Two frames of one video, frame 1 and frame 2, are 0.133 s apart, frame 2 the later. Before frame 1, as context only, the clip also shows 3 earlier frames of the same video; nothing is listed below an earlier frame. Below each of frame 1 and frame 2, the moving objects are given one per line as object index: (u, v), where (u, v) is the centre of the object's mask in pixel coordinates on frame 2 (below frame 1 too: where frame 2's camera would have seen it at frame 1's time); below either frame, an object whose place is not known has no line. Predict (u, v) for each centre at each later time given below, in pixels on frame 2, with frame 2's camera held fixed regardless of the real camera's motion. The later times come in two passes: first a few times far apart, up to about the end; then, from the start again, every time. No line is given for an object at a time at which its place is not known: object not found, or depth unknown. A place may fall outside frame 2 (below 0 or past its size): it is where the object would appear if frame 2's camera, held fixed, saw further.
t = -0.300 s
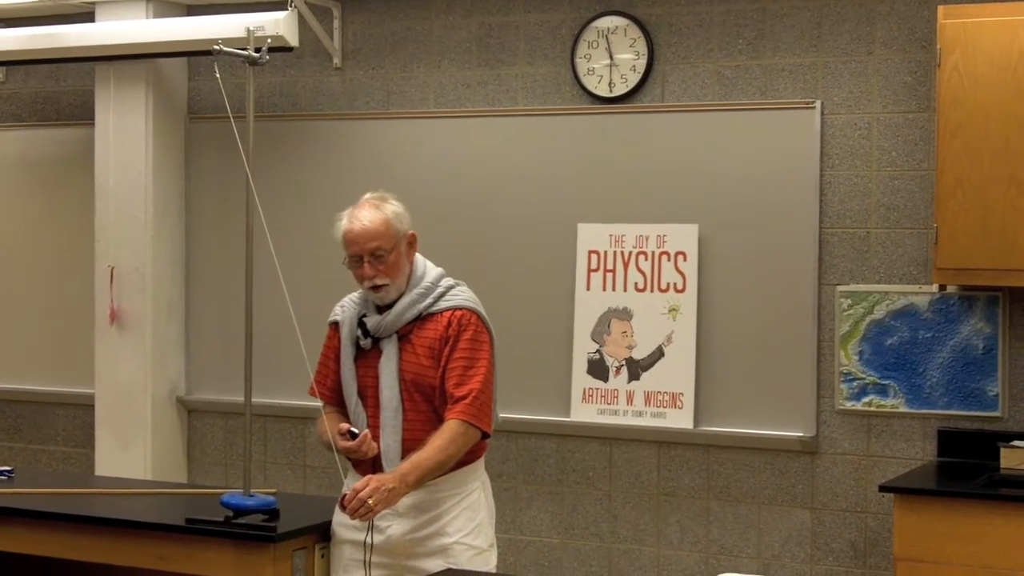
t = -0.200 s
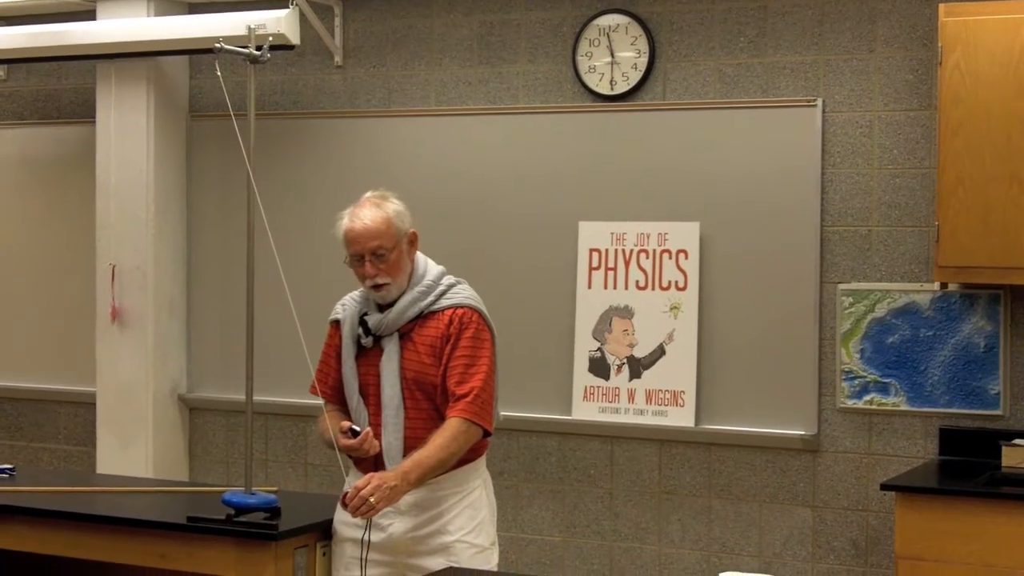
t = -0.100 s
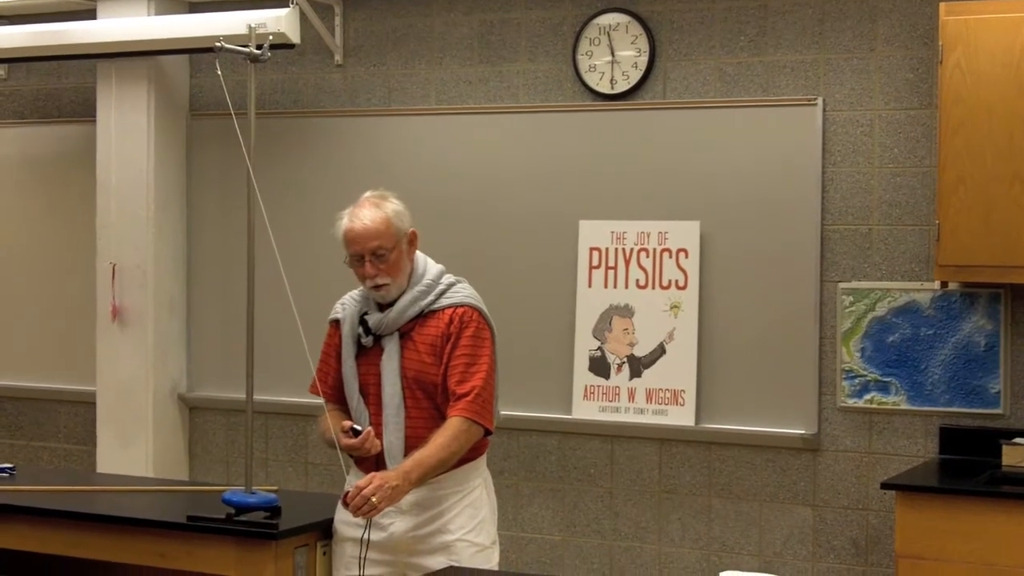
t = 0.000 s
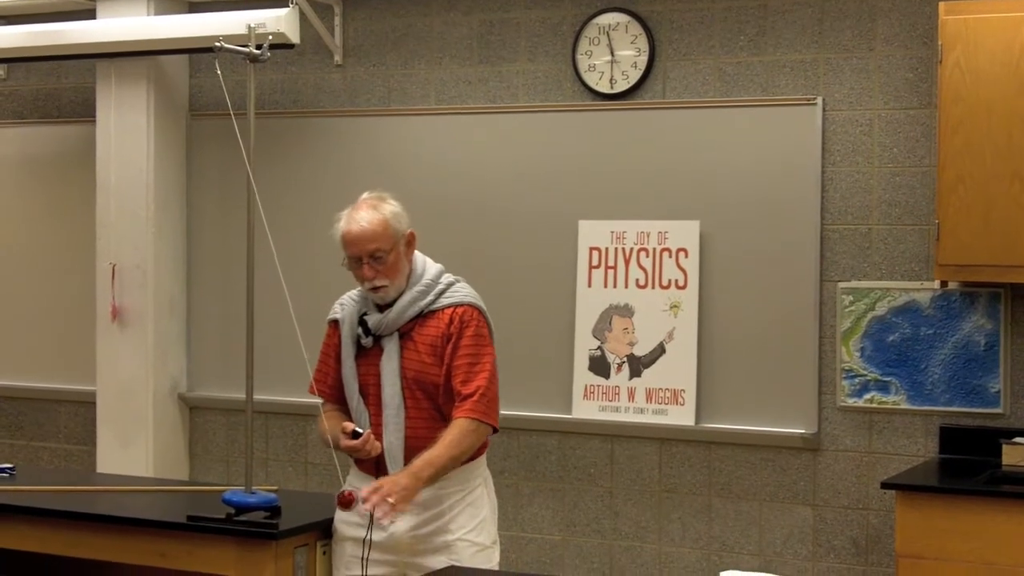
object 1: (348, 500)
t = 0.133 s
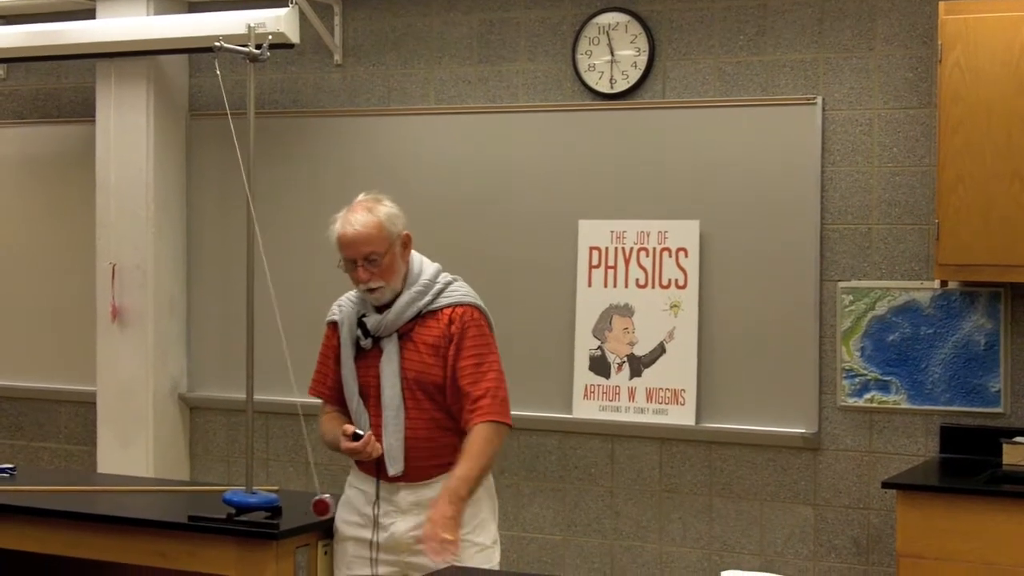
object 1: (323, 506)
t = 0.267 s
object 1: (282, 515)
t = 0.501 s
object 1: (191, 511)
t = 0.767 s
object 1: (108, 486)
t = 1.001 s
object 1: (86, 477)
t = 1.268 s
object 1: (127, 497)
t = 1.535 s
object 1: (223, 517)
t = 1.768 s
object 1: (306, 511)
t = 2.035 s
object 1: (349, 499)
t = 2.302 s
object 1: (315, 509)
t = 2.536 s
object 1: (236, 516)
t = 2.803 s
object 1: (141, 499)
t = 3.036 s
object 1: (93, 481)
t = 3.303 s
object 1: (103, 486)
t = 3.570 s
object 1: (178, 512)
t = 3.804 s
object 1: (267, 517)
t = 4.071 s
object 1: (336, 503)
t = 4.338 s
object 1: (337, 503)
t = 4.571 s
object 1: (278, 515)
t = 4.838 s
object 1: (181, 509)
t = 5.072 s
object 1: (114, 489)
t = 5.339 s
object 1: (93, 482)
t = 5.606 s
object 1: (141, 501)
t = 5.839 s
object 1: (223, 517)
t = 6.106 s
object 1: (310, 510)
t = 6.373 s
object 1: (341, 501)
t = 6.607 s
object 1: (309, 510)
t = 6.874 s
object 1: (222, 515)
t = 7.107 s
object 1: (143, 500)
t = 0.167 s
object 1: (315, 508)
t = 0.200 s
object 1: (305, 511)
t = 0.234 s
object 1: (294, 512)
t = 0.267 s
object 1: (282, 515)
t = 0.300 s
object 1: (270, 516)
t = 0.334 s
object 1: (257, 516)
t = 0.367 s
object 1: (244, 516)
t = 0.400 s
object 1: (231, 516)
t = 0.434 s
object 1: (217, 515)
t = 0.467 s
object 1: (204, 514)
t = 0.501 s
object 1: (191, 511)
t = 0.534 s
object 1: (179, 509)
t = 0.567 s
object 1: (166, 505)
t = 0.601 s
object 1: (154, 502)
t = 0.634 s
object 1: (144, 499)
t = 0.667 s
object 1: (133, 496)
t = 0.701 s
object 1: (123, 493)
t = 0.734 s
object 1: (116, 490)
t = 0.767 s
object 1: (108, 486)
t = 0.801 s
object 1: (102, 484)
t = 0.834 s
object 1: (97, 483)
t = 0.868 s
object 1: (93, 480)
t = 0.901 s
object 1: (89, 478)
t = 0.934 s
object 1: (87, 477)
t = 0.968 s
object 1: (86, 476)
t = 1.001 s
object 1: (86, 477)
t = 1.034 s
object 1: (87, 478)
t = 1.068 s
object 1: (90, 480)
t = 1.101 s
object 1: (94, 482)
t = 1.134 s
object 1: (98, 484)
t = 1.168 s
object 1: (103, 487)
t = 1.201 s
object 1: (110, 490)
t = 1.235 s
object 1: (118, 493)
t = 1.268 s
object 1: (127, 497)
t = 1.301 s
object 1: (136, 500)
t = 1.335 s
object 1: (148, 503)
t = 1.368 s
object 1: (159, 507)
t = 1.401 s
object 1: (171, 510)
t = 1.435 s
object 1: (184, 513)
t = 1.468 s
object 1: (196, 515)
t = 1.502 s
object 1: (209, 517)
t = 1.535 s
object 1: (223, 517)
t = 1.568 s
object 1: (236, 518)
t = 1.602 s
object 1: (249, 518)
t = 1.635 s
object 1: (262, 518)
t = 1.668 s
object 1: (274, 517)
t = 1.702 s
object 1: (286, 514)
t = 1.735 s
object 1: (296, 513)
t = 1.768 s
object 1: (306, 511)
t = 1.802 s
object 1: (316, 509)
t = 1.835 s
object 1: (324, 506)
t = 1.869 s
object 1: (331, 505)
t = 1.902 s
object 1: (338, 503)
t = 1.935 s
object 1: (342, 502)
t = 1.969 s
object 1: (346, 500)
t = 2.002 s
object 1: (348, 499)
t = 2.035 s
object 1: (349, 499)
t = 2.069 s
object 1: (349, 499)
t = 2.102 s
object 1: (348, 499)
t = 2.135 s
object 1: (346, 500)
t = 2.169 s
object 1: (342, 502)
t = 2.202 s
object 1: (338, 503)
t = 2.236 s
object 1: (330, 505)
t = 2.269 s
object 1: (323, 507)
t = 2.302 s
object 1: (315, 509)
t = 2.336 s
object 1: (305, 510)
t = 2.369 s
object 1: (296, 512)
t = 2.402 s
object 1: (285, 514)
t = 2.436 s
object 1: (273, 515)
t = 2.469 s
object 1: (262, 516)
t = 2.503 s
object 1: (249, 517)
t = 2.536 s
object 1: (236, 516)
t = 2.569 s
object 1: (223, 516)
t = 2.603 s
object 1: (210, 515)
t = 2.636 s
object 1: (198, 513)
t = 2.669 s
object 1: (186, 511)
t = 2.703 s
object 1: (174, 507)
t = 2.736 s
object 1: (162, 505)
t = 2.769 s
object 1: (151, 501)
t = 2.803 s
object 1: (141, 499)
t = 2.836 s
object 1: (131, 495)
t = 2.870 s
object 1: (123, 492)
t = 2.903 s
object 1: (115, 489)
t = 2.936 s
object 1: (108, 487)
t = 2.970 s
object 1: (102, 485)
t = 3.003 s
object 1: (97, 482)
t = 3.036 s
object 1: (93, 481)
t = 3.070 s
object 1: (91, 480)
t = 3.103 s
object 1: (90, 479)
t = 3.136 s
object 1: (89, 479)
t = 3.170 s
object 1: (89, 480)
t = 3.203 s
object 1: (91, 480)
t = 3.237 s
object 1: (94, 482)
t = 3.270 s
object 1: (97, 484)
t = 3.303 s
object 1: (103, 486)
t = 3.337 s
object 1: (109, 489)
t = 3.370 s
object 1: (117, 492)
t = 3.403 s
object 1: (125, 495)
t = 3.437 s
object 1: (133, 499)
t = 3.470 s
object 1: (143, 502)
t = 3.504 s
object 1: (154, 505)
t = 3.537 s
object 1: (166, 509)
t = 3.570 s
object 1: (178, 512)
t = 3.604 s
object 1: (191, 514)
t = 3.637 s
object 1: (203, 516)
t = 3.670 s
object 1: (216, 517)
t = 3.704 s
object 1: (228, 517)
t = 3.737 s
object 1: (241, 518)
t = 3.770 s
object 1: (254, 517)
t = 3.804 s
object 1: (267, 517)
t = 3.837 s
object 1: (278, 516)
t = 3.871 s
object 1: (288, 513)
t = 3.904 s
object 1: (299, 512)
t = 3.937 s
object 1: (308, 509)
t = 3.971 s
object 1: (316, 508)
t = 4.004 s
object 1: (324, 506)
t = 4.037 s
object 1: (331, 504)
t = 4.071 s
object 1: (336, 503)
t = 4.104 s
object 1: (340, 501)
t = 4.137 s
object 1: (344, 500)
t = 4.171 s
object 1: (345, 500)
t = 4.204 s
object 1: (346, 500)
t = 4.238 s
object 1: (346, 500)
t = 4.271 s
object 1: (344, 500)
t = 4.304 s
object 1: (340, 502)
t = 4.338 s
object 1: (337, 503)
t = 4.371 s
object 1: (331, 504)
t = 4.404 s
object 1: (325, 506)
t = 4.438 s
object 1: (318, 508)
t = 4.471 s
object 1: (309, 509)
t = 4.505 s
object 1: (300, 511)
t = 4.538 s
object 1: (290, 513)
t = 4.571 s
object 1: (278, 515)
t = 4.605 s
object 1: (268, 516)
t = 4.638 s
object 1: (255, 516)
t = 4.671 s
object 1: (243, 516)
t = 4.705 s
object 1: (231, 516)
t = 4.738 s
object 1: (218, 515)
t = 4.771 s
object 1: (205, 513)
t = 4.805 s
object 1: (193, 512)
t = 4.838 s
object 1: (181, 509)
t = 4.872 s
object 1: (169, 507)
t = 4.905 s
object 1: (158, 503)
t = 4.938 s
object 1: (148, 500)
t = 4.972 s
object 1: (138, 497)
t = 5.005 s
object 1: (130, 495)
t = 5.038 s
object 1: (120, 492)
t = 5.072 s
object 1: (114, 489)
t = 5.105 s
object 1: (108, 486)
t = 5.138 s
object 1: (102, 485)
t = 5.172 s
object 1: (99, 483)
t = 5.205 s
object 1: (95, 482)
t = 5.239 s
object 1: (93, 481)
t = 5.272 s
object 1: (93, 481)
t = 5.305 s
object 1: (92, 481)
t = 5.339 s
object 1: (93, 482)
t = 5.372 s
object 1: (95, 483)
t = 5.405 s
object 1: (99, 485)
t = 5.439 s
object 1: (103, 486)
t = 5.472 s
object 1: (108, 489)
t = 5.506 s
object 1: (115, 492)
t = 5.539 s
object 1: (123, 495)
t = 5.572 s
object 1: (131, 499)
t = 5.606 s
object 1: (141, 501)
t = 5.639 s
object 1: (150, 505)
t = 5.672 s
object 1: (162, 508)
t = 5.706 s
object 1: (173, 511)
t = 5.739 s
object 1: (185, 513)
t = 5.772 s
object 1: (196, 515)
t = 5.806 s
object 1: (210, 517)
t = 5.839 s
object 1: (223, 517)
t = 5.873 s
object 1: (234, 518)
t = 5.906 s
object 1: (247, 517)
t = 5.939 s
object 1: (259, 517)
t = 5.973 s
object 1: (270, 516)
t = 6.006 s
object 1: (281, 515)
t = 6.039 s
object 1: (292, 514)
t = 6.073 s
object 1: (302, 512)
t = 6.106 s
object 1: (310, 510)
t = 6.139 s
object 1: (317, 508)
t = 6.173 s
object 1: (324, 506)
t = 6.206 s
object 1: (330, 505)
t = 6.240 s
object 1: (335, 504)
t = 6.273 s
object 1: (338, 503)
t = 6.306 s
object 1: (340, 502)
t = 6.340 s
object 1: (341, 501)
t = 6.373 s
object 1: (341, 501)
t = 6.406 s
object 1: (340, 502)
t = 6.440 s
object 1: (338, 503)
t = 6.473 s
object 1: (335, 504)
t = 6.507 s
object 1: (330, 505)
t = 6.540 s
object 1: (324, 507)
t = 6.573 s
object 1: (317, 508)
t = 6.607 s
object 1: (309, 510)
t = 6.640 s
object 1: (301, 511)
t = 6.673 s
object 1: (291, 513)
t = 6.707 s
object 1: (281, 514)
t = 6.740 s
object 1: (270, 515)
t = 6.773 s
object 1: (258, 516)
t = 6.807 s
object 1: (246, 516)
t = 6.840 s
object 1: (234, 516)
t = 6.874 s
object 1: (222, 515)
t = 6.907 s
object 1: (209, 514)
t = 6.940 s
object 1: (198, 512)
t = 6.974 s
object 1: (186, 510)
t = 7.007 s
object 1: (174, 507)
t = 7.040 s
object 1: (164, 505)
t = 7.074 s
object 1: (153, 503)
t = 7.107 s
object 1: (143, 500)
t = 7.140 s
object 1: (134, 497)
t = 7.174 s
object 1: (126, 495)
